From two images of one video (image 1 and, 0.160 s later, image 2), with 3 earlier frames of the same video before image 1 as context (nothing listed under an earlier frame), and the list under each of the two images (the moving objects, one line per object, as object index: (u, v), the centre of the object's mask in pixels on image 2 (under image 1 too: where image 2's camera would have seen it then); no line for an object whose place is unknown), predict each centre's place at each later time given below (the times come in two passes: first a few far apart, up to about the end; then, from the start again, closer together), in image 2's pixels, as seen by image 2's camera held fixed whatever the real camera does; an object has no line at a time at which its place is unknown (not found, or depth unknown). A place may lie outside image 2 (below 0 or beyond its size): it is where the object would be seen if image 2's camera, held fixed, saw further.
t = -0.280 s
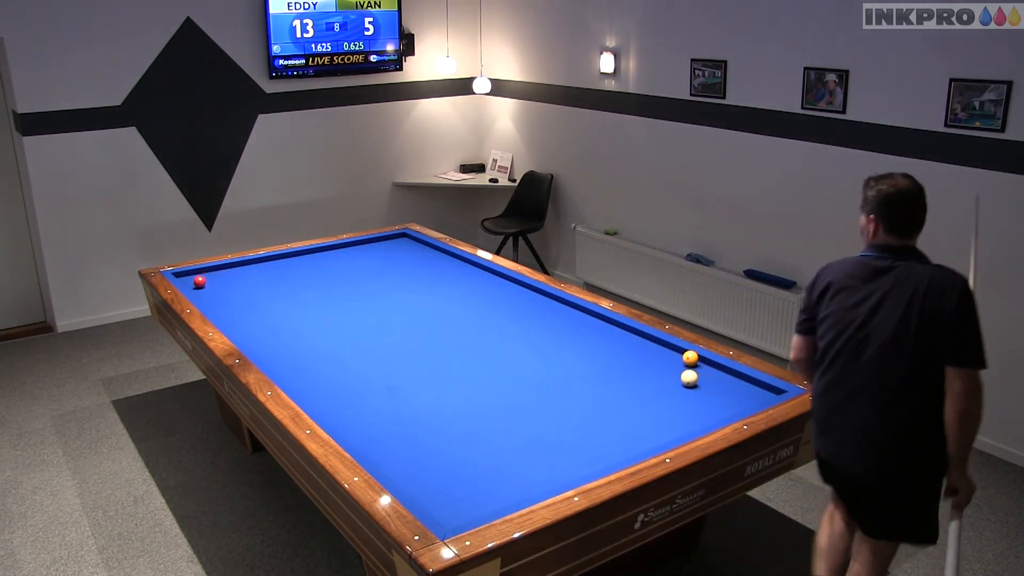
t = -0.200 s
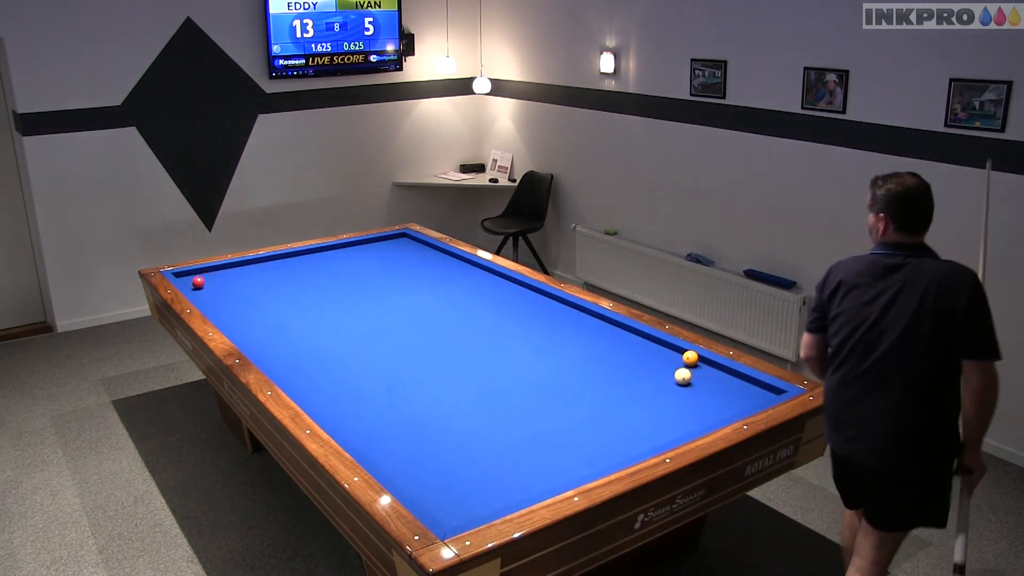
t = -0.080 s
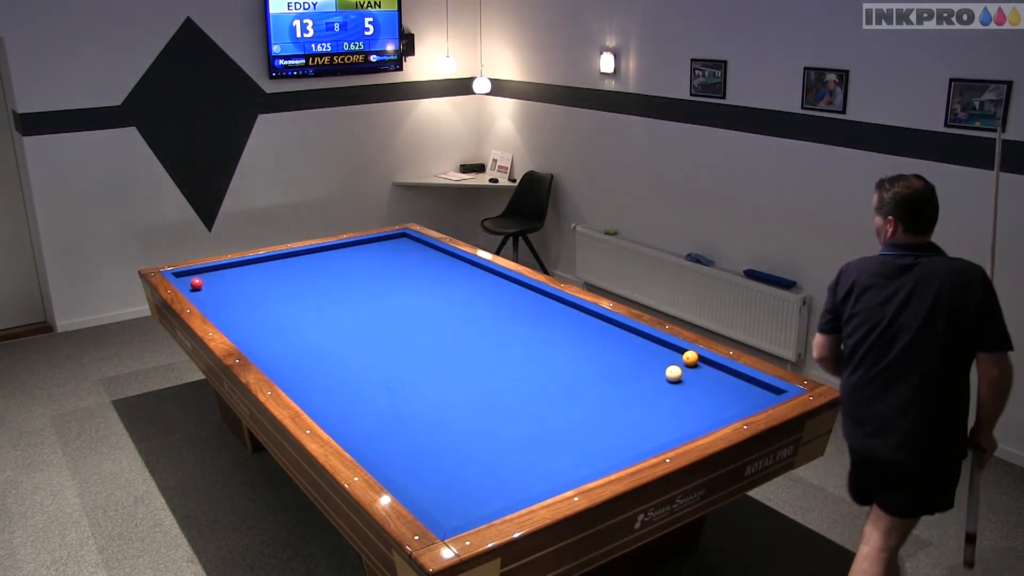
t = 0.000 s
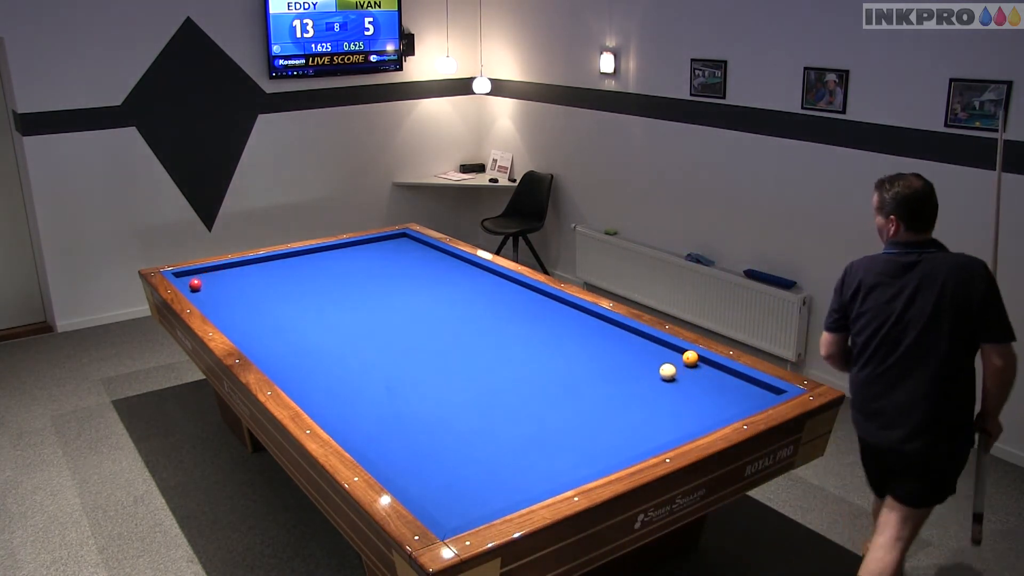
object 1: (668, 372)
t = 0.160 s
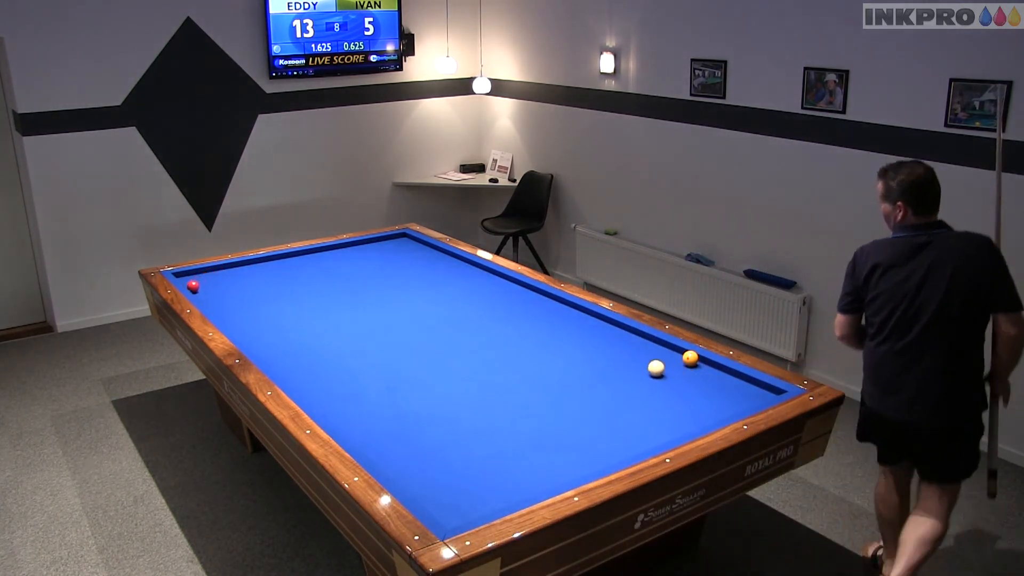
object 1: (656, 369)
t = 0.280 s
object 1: (648, 366)
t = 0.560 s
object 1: (629, 361)
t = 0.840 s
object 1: (611, 356)
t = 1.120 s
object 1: (595, 351)
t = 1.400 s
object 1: (580, 346)
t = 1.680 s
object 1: (566, 342)
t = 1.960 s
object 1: (552, 338)
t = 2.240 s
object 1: (540, 334)
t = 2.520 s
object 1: (528, 331)
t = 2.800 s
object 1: (518, 328)
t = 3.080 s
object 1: (508, 325)
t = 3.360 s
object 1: (499, 322)
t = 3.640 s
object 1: (491, 320)
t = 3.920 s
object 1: (484, 317)
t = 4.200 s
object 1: (477, 315)
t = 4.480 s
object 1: (471, 313)
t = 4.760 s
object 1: (465, 312)
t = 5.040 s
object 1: (460, 310)
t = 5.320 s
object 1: (456, 308)
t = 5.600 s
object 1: (452, 307)
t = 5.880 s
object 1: (449, 306)
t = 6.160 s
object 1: (446, 305)
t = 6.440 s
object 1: (444, 304)
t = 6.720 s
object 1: (442, 304)
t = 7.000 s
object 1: (441, 303)
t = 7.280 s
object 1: (441, 303)
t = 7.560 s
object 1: (441, 303)
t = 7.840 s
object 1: (441, 303)
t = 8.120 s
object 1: (441, 303)
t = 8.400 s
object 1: (441, 303)
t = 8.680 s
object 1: (441, 303)
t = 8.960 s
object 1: (441, 303)
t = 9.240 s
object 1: (441, 303)
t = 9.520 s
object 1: (441, 303)
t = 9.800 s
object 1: (441, 303)
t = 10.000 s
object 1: (441, 303)
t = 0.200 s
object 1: (653, 368)
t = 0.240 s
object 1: (650, 367)
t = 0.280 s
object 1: (648, 366)
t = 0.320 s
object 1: (645, 366)
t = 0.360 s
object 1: (642, 365)
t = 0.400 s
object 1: (639, 364)
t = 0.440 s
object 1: (637, 363)
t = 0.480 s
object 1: (634, 362)
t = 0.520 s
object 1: (631, 362)
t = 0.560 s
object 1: (629, 361)
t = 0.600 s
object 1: (626, 360)
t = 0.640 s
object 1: (624, 360)
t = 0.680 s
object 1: (621, 359)
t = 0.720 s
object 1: (619, 358)
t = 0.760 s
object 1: (616, 357)
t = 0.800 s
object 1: (614, 356)
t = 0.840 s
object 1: (611, 356)
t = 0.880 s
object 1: (609, 355)
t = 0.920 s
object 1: (607, 354)
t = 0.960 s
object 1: (604, 354)
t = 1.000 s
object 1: (602, 353)
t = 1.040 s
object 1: (599, 352)
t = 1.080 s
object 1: (597, 352)
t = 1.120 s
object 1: (595, 351)
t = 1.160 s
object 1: (593, 350)
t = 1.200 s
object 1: (591, 350)
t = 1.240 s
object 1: (588, 349)
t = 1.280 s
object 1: (586, 348)
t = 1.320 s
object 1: (584, 348)
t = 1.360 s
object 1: (582, 347)
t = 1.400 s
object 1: (580, 346)
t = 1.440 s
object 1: (578, 346)
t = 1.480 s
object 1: (576, 345)
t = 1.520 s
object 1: (573, 344)
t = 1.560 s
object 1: (572, 344)
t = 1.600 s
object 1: (570, 343)
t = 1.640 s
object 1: (567, 343)
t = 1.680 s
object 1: (566, 342)
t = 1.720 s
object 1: (564, 341)
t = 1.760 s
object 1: (562, 341)
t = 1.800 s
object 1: (560, 340)
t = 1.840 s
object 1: (558, 340)
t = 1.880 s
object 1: (556, 339)
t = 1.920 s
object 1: (554, 339)
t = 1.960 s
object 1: (552, 338)
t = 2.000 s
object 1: (550, 338)
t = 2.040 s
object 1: (548, 337)
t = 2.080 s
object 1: (547, 337)
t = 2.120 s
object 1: (545, 336)
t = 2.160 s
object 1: (543, 335)
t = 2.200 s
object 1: (542, 335)
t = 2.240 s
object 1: (540, 334)
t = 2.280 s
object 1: (538, 334)
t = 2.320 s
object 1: (537, 333)
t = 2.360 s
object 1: (535, 333)
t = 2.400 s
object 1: (533, 332)
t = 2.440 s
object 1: (532, 332)
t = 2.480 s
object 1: (530, 331)
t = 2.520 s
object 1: (528, 331)
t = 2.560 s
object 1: (527, 330)
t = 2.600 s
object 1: (525, 330)
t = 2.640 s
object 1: (524, 330)
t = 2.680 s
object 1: (522, 329)
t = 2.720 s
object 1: (521, 329)
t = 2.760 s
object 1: (519, 328)
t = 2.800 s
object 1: (518, 328)
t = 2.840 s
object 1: (517, 327)
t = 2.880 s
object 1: (515, 327)
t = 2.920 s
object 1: (514, 327)
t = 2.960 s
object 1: (512, 326)
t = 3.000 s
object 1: (511, 326)
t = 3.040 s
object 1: (510, 325)
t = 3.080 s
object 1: (508, 325)
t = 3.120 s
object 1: (507, 325)
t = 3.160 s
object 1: (506, 324)
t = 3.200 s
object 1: (504, 324)
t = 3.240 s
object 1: (503, 323)
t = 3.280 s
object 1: (502, 323)
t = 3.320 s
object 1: (500, 323)
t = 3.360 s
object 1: (499, 322)
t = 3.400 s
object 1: (498, 322)
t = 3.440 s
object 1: (497, 321)
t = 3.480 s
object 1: (496, 321)
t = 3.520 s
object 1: (494, 321)
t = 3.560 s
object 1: (493, 320)
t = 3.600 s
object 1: (492, 320)
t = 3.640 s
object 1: (491, 320)
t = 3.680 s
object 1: (490, 319)
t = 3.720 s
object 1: (489, 319)
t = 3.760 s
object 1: (488, 319)
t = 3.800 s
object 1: (487, 318)
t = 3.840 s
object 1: (486, 318)
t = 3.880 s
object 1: (485, 318)
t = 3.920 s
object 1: (484, 317)
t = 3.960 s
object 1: (483, 317)
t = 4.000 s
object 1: (482, 317)
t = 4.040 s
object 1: (481, 316)
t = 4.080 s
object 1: (480, 316)
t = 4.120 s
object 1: (479, 316)
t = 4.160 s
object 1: (478, 316)
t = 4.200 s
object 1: (477, 315)
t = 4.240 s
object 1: (476, 315)
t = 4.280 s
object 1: (475, 315)
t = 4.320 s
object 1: (474, 314)
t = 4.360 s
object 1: (473, 314)
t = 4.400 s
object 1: (473, 314)
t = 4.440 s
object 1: (472, 313)
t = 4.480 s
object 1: (471, 313)
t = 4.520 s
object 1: (470, 313)
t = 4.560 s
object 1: (469, 313)
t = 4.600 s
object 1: (468, 312)
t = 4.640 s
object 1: (468, 312)
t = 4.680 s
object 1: (467, 312)
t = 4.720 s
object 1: (466, 312)
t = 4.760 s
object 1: (465, 312)
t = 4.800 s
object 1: (465, 311)
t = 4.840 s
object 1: (464, 311)
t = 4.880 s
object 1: (463, 311)
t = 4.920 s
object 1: (462, 311)
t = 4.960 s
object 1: (461, 310)
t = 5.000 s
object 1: (461, 310)
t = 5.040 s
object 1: (460, 310)
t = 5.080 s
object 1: (460, 310)
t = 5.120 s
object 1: (459, 309)
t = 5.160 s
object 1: (458, 309)
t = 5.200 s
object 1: (458, 309)
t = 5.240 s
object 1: (457, 309)
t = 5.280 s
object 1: (456, 309)
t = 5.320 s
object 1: (456, 308)
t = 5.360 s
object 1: (455, 308)
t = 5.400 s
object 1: (455, 308)
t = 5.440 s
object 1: (454, 308)
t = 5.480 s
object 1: (453, 308)
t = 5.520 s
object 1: (453, 308)
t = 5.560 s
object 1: (452, 307)
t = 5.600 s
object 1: (452, 307)
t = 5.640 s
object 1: (451, 307)
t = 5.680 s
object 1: (451, 307)
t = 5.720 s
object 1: (451, 307)
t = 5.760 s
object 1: (450, 307)
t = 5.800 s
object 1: (450, 307)
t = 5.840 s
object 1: (449, 306)
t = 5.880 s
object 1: (449, 306)
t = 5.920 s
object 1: (448, 306)
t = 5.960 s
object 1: (448, 306)
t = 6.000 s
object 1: (448, 306)
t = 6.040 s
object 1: (447, 306)
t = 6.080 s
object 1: (447, 305)
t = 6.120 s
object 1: (446, 305)
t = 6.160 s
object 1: (446, 305)
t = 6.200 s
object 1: (446, 305)
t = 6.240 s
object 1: (445, 305)
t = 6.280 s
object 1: (445, 305)
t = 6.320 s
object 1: (445, 305)
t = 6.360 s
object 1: (444, 305)
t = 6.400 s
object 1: (444, 304)
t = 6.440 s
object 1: (444, 304)
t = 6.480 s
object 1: (444, 304)
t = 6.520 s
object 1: (443, 304)
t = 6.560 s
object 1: (443, 304)
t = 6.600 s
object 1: (443, 304)
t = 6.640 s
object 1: (443, 304)
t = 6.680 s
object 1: (442, 304)
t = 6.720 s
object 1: (442, 304)
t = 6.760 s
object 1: (442, 304)
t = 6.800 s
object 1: (442, 304)
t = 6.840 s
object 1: (442, 304)
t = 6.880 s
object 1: (442, 304)
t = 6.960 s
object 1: (441, 303)
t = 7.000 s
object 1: (441, 303)
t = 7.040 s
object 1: (441, 303)
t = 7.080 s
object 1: (441, 303)
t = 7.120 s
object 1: (441, 303)
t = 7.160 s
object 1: (441, 303)
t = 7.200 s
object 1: (441, 303)
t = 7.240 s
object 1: (441, 303)
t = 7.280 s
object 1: (441, 303)
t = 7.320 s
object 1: (441, 303)
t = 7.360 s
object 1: (441, 303)
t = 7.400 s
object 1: (441, 303)
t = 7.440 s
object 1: (441, 303)
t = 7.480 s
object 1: (441, 303)
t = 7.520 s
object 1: (441, 303)
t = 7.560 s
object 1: (441, 303)
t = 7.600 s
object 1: (441, 303)
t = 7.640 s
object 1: (441, 303)
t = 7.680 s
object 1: (441, 303)
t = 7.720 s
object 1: (441, 303)
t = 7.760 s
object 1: (441, 303)
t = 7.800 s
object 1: (441, 303)
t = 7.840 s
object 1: (441, 303)
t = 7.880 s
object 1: (441, 303)
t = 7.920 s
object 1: (441, 303)
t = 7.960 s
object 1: (441, 303)
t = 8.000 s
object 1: (441, 303)
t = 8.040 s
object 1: (441, 303)
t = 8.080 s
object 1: (441, 303)
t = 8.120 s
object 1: (441, 303)
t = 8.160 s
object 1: (441, 303)
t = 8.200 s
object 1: (441, 303)
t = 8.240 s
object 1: (441, 303)
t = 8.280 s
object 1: (441, 303)
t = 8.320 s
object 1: (441, 303)
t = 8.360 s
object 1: (441, 303)
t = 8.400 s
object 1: (441, 303)
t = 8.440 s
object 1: (441, 303)
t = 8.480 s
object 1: (441, 303)
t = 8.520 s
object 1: (441, 303)
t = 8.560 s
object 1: (441, 303)
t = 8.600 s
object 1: (441, 303)
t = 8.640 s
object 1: (441, 303)
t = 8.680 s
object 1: (441, 303)
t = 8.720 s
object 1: (441, 303)
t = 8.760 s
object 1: (441, 303)
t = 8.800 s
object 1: (441, 303)
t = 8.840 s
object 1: (441, 303)
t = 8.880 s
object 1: (441, 303)
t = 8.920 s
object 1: (441, 303)
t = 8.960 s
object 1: (441, 303)
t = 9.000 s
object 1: (441, 303)
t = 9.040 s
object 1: (441, 303)
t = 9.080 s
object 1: (441, 303)
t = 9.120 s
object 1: (441, 303)
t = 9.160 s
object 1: (441, 303)
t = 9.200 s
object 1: (441, 303)
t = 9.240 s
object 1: (441, 303)
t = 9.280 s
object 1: (441, 303)
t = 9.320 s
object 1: (441, 303)
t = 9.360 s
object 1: (441, 303)
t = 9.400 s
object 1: (441, 303)
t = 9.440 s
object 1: (441, 303)
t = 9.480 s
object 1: (441, 303)
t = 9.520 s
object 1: (441, 303)
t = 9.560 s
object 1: (441, 303)
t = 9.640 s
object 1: (441, 303)
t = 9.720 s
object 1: (441, 303)
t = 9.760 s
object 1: (441, 303)
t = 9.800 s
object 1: (441, 303)
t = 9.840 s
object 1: (441, 303)
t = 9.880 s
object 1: (441, 303)
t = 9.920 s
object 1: (441, 303)
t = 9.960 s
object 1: (441, 303)
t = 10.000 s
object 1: (441, 303)
